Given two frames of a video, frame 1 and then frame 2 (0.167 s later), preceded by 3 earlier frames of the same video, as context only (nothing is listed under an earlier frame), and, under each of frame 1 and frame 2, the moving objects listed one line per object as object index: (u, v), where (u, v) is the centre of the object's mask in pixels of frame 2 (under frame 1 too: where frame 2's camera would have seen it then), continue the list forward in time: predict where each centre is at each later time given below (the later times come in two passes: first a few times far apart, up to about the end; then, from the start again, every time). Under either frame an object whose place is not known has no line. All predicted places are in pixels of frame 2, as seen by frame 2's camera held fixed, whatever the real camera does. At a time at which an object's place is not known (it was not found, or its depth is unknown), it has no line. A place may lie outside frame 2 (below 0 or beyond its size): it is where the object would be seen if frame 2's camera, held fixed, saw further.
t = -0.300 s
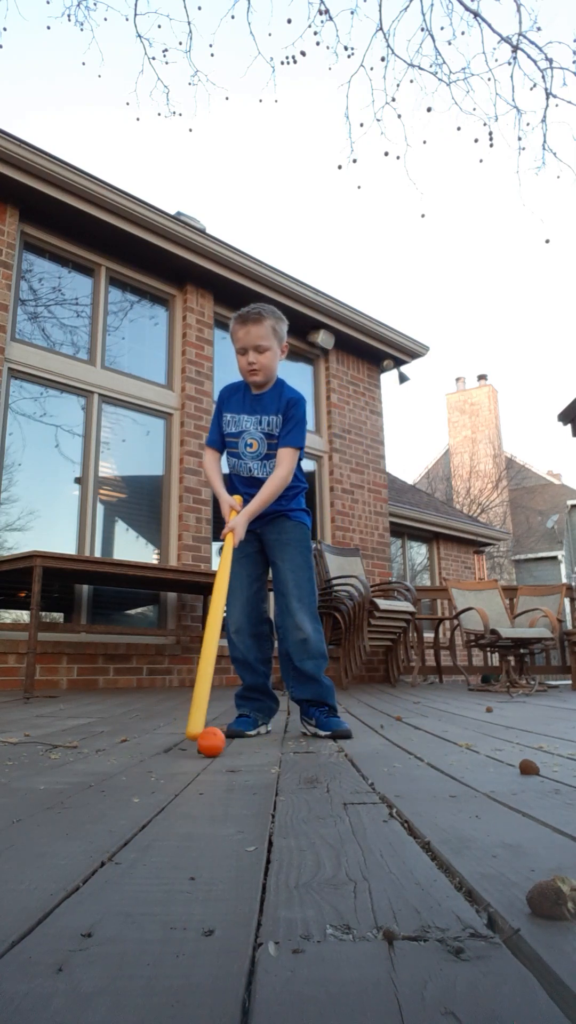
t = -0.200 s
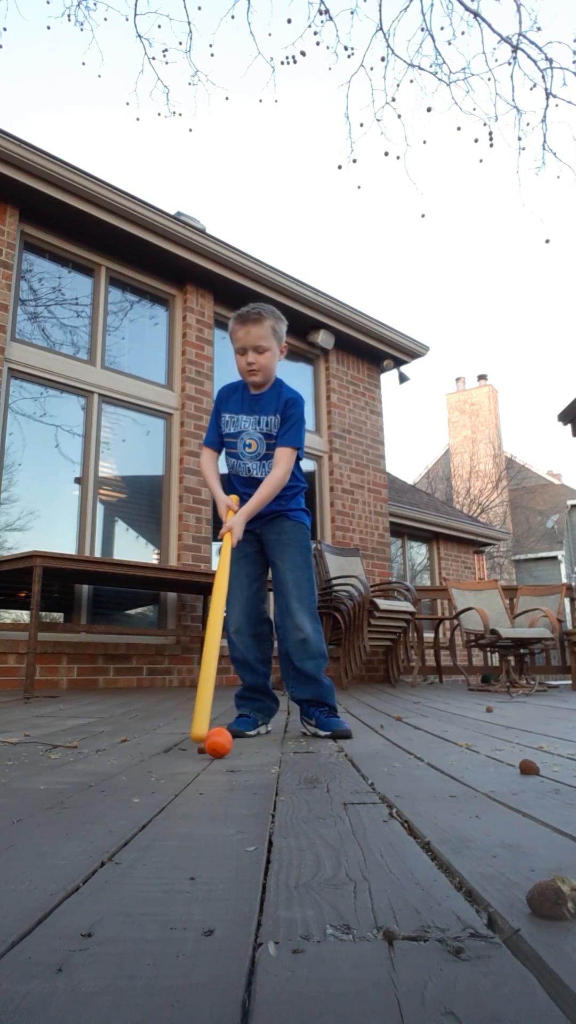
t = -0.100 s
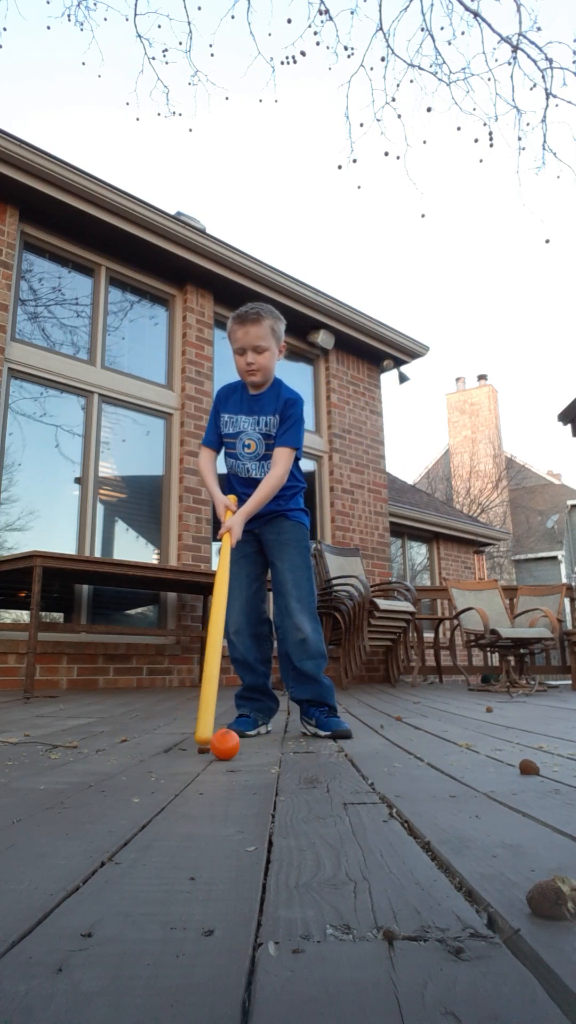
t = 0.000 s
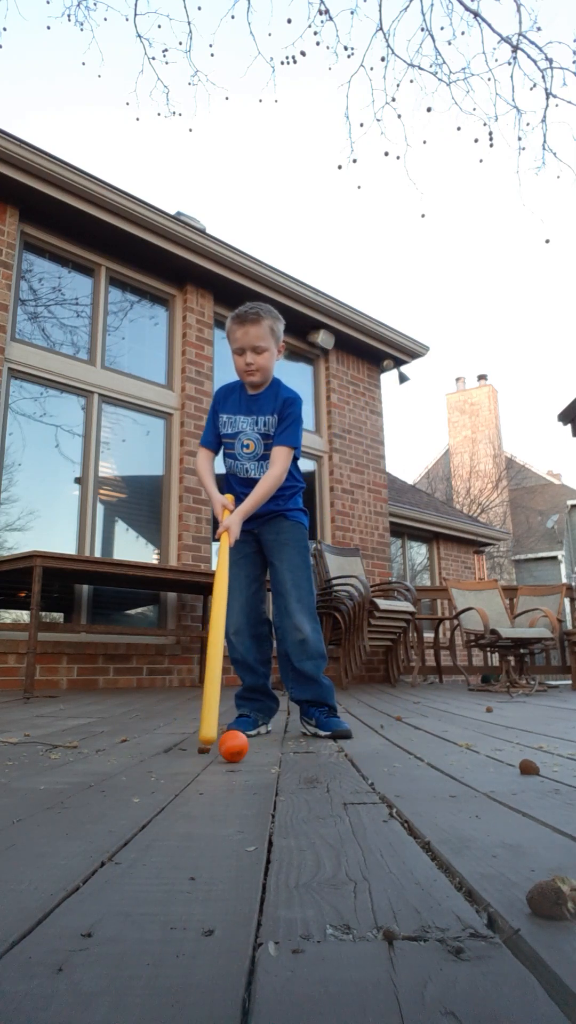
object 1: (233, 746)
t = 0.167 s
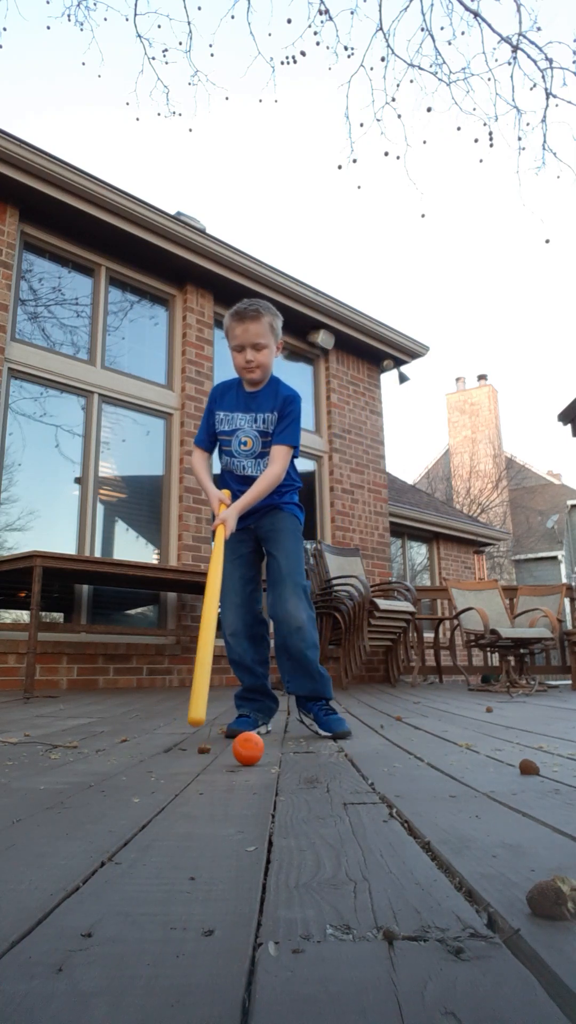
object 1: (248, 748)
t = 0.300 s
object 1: (260, 751)
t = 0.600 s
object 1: (286, 754)
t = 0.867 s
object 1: (310, 757)
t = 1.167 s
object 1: (321, 760)
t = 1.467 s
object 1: (319, 763)
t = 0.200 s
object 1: (251, 749)
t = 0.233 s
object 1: (254, 750)
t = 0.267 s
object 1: (257, 750)
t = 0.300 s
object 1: (260, 751)
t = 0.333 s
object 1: (262, 751)
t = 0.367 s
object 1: (265, 751)
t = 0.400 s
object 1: (268, 751)
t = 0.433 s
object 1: (271, 751)
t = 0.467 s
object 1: (274, 752)
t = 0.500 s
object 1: (276, 752)
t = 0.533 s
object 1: (279, 753)
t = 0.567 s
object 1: (282, 754)
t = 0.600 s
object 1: (286, 754)
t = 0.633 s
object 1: (288, 754)
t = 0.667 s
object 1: (292, 755)
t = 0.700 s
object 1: (295, 755)
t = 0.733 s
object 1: (298, 755)
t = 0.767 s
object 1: (301, 756)
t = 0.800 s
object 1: (304, 757)
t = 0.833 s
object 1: (307, 757)
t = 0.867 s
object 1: (310, 757)
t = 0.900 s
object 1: (312, 757)
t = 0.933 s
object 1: (314, 757)
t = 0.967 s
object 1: (315, 758)
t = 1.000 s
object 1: (317, 758)
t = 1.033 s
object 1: (318, 759)
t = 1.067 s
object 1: (320, 759)
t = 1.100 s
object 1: (321, 759)
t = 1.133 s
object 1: (321, 759)
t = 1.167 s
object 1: (321, 760)
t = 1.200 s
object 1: (321, 760)
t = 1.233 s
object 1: (321, 761)
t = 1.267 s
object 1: (321, 761)
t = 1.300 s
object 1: (321, 762)
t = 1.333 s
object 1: (320, 762)
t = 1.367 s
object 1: (320, 762)
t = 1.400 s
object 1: (320, 762)
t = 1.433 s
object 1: (319, 763)
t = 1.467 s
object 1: (319, 763)
